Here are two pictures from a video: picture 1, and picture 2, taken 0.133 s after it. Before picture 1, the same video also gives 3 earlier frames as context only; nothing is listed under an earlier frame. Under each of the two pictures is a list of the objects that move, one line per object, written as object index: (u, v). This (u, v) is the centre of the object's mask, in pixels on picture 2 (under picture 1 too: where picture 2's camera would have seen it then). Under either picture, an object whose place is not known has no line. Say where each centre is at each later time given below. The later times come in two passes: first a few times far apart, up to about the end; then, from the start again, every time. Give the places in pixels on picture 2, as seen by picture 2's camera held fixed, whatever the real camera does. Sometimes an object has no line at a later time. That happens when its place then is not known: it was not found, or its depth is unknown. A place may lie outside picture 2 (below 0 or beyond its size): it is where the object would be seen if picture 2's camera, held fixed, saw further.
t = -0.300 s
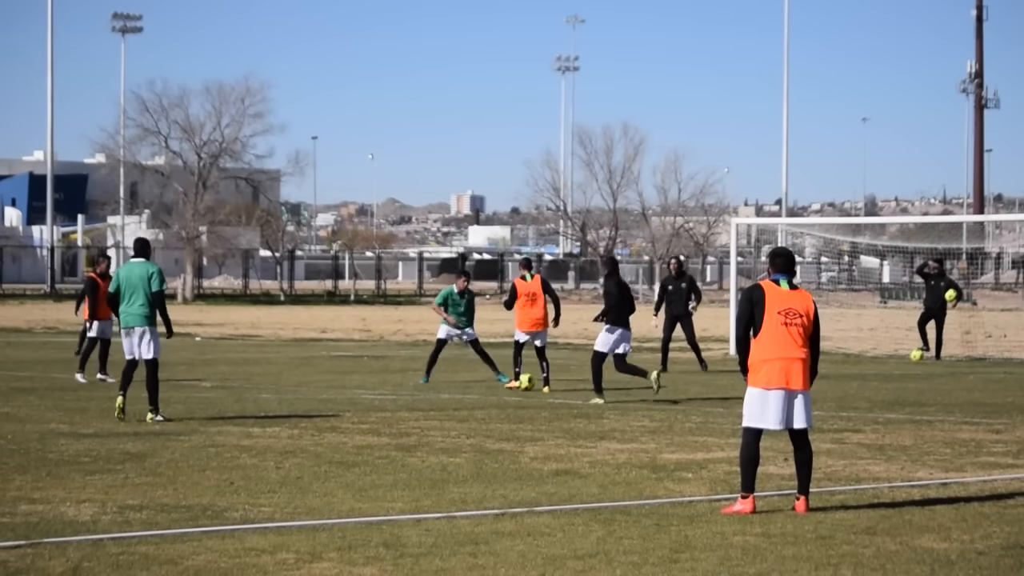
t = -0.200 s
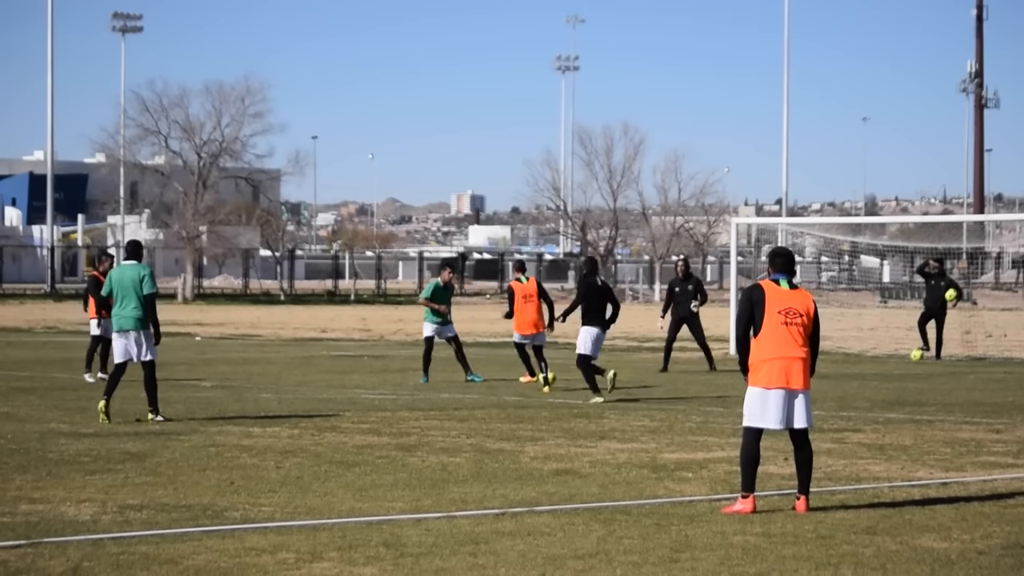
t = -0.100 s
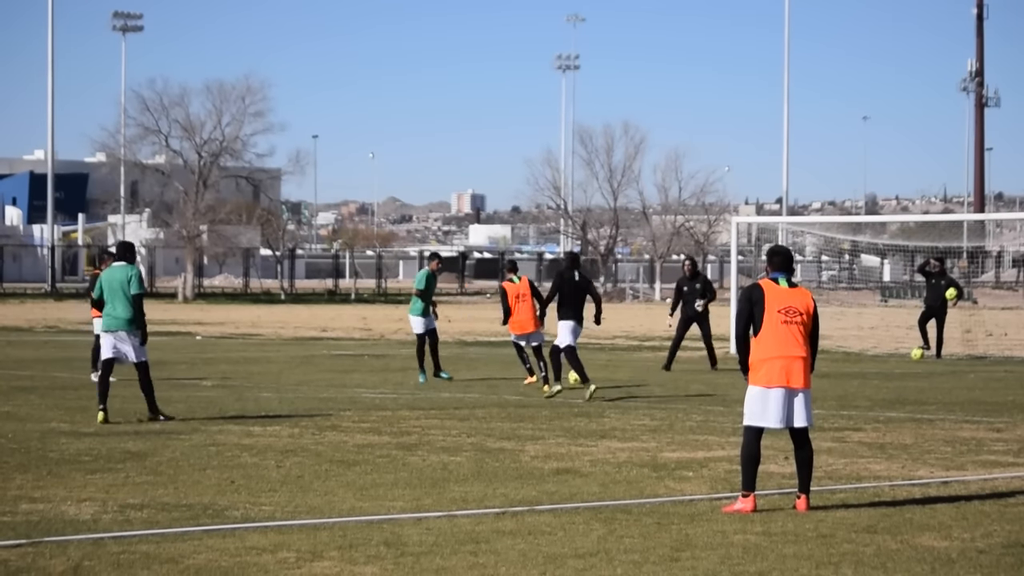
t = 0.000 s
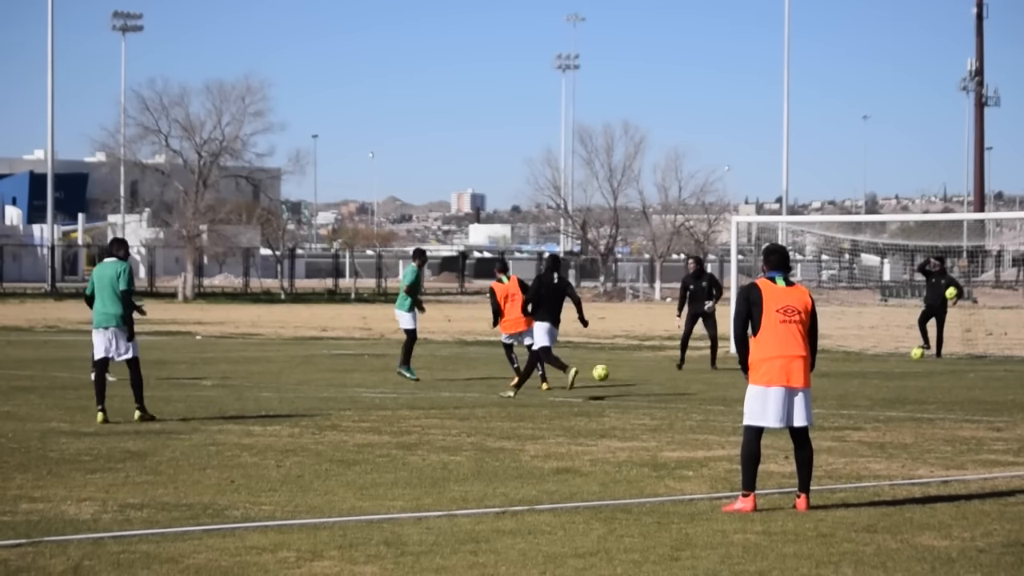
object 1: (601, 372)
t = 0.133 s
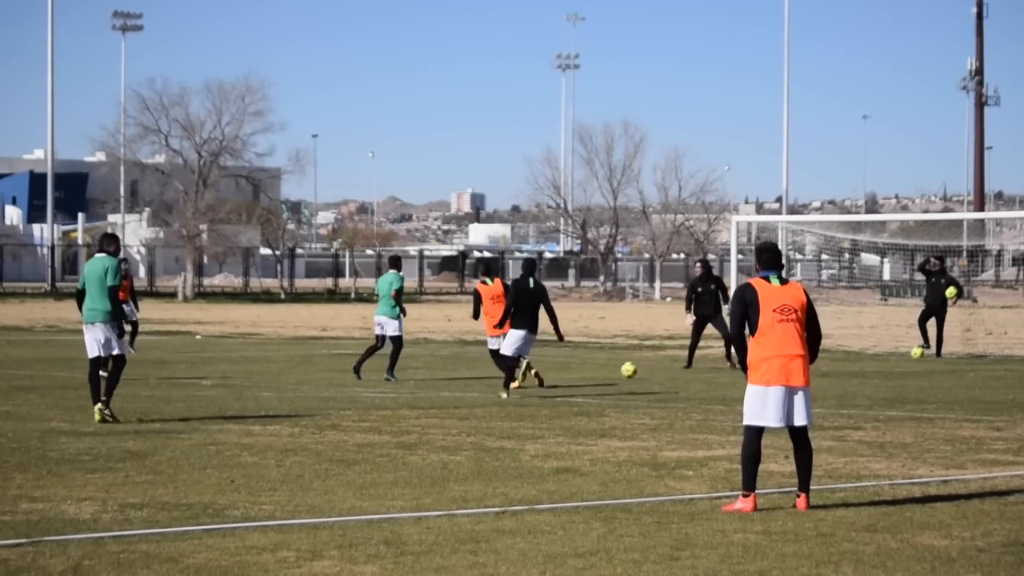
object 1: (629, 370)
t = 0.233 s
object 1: (647, 370)
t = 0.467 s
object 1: (682, 366)
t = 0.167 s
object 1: (635, 369)
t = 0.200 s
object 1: (642, 369)
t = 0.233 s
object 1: (647, 370)
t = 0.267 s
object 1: (653, 368)
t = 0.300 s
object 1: (658, 367)
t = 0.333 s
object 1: (663, 367)
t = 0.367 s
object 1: (668, 367)
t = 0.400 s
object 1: (673, 367)
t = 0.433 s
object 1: (677, 366)
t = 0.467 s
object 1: (682, 366)
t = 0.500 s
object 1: (686, 366)
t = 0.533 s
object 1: (690, 366)
